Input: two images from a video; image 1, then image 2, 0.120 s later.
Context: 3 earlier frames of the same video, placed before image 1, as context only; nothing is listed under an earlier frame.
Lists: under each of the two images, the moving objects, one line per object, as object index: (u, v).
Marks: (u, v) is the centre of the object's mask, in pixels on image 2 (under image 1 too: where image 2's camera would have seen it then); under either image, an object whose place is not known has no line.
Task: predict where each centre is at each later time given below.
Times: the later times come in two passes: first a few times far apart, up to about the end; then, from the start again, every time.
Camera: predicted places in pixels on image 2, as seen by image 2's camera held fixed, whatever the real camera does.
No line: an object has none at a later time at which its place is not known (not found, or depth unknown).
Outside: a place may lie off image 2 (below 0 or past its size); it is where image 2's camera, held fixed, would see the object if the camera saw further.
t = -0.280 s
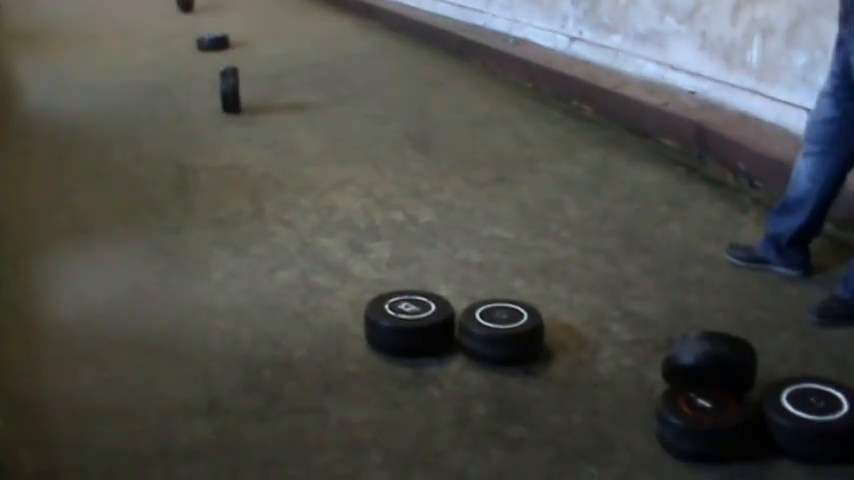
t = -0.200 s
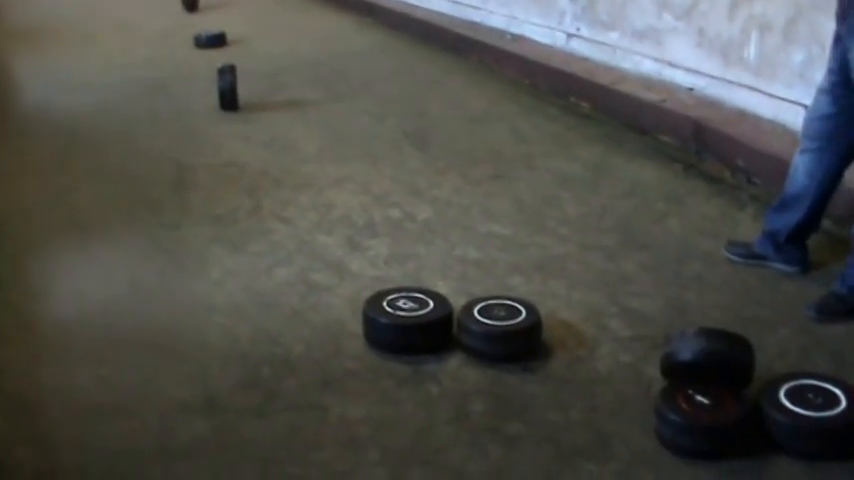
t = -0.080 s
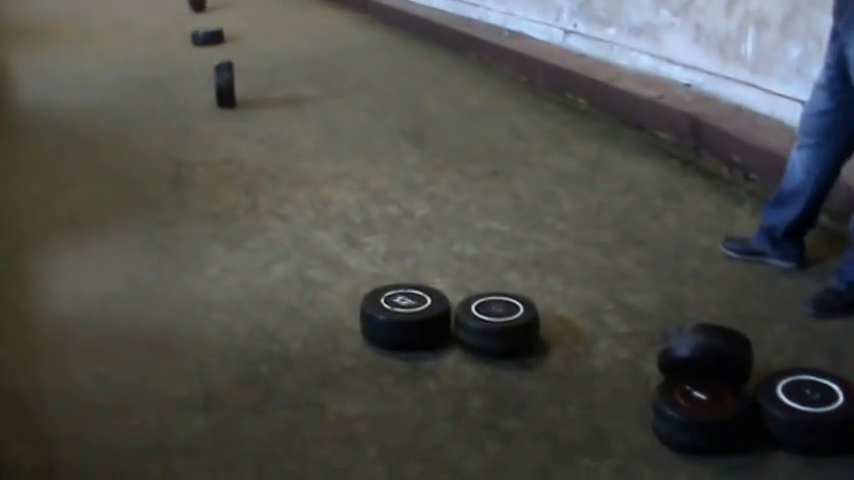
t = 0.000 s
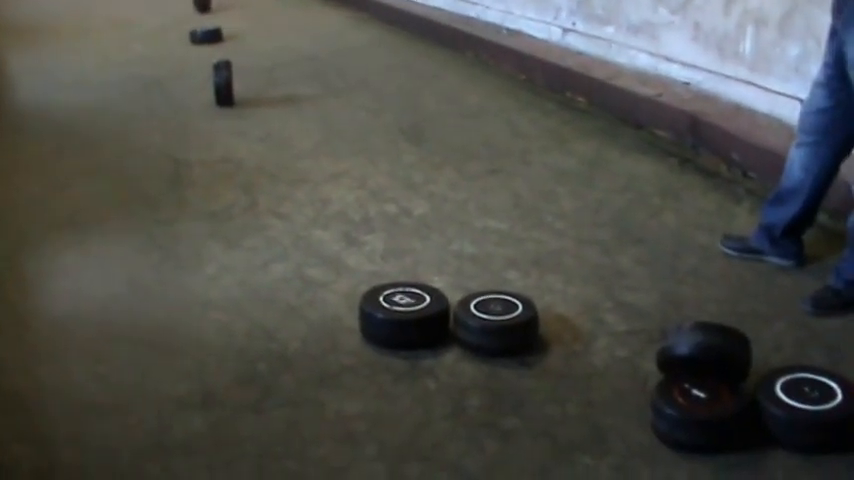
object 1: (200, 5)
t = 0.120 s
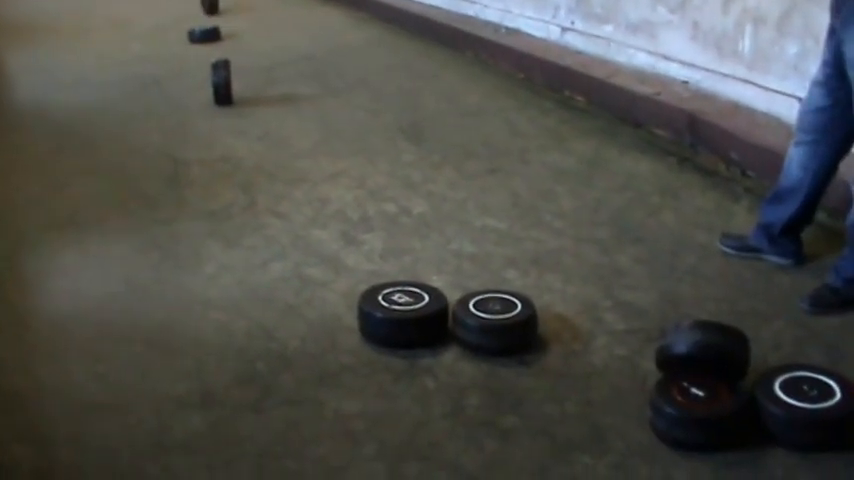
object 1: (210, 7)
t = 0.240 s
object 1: (219, 9)
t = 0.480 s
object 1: (234, 13)
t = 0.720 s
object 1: (248, 21)
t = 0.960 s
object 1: (261, 33)
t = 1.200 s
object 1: (273, 48)
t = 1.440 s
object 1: (281, 64)
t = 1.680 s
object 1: (288, 83)
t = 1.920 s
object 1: (296, 107)
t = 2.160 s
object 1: (305, 133)
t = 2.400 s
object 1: (316, 165)
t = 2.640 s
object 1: (333, 204)
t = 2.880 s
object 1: (358, 252)
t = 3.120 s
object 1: (348, 268)
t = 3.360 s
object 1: (330, 289)
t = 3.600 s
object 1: (292, 301)
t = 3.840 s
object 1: (266, 296)
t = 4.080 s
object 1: (300, 280)
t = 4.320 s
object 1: (312, 295)
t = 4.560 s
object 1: (283, 310)
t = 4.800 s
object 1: (279, 312)
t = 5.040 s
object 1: (278, 313)
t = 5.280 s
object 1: (281, 313)
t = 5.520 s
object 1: (281, 313)
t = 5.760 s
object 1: (281, 313)
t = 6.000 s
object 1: (281, 313)
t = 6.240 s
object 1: (281, 313)
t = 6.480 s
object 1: (281, 313)
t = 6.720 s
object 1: (281, 313)
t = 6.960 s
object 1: (281, 314)
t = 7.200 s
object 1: (281, 314)
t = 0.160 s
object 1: (213, 8)
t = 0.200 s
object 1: (216, 8)
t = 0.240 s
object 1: (219, 9)
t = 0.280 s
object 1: (221, 9)
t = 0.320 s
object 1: (224, 10)
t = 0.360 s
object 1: (227, 11)
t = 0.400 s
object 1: (229, 12)
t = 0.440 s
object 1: (231, 12)
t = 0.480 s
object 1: (234, 13)
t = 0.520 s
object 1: (237, 14)
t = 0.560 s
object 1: (239, 15)
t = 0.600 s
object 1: (241, 16)
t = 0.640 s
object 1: (244, 18)
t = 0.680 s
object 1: (246, 19)
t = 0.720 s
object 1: (248, 21)
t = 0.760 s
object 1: (251, 23)
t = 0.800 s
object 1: (253, 24)
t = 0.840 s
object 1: (255, 26)
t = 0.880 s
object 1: (257, 29)
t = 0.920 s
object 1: (259, 31)
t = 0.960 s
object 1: (261, 33)
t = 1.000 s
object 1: (263, 35)
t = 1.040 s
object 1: (265, 37)
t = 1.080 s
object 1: (267, 40)
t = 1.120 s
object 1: (269, 42)
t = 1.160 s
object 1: (271, 45)
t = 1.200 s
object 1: (273, 48)
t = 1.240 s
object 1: (274, 50)
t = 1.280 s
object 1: (276, 53)
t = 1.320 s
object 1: (277, 55)
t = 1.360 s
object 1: (278, 58)
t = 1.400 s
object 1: (280, 61)
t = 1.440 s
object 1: (281, 64)
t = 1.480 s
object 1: (282, 67)
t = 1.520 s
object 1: (284, 71)
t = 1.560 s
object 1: (285, 74)
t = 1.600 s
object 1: (286, 77)
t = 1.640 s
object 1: (287, 81)
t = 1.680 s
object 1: (288, 83)
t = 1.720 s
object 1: (289, 88)
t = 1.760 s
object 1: (291, 92)
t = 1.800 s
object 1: (292, 95)
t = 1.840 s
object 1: (293, 99)
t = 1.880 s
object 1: (294, 103)
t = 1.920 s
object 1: (296, 107)
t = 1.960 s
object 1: (297, 111)
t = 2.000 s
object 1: (299, 115)
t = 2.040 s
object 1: (300, 120)
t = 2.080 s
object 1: (302, 124)
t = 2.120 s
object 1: (303, 129)
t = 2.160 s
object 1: (305, 133)
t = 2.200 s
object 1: (306, 138)
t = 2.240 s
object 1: (308, 143)
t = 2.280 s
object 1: (310, 148)
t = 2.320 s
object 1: (312, 153)
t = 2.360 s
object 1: (313, 159)
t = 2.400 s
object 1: (316, 165)
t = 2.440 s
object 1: (318, 170)
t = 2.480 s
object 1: (321, 176)
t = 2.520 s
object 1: (323, 183)
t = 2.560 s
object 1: (326, 189)
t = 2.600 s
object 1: (329, 197)
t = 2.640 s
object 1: (333, 204)
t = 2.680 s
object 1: (336, 211)
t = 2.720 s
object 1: (340, 220)
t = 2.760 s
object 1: (344, 228)
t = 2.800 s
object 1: (348, 236)
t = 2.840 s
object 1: (353, 244)
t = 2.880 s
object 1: (358, 252)
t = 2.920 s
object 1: (362, 256)
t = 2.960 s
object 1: (361, 254)
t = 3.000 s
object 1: (359, 252)
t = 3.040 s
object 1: (356, 254)
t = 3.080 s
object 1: (351, 260)
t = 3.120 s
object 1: (348, 268)
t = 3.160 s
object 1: (347, 272)
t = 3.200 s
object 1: (344, 275)
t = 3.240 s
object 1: (340, 279)
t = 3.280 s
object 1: (337, 282)
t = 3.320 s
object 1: (333, 286)
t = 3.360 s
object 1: (330, 289)
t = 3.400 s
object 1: (326, 292)
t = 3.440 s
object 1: (320, 294)
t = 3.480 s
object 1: (314, 297)
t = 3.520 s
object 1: (307, 298)
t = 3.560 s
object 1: (300, 300)
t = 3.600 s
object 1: (292, 301)
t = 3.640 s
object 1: (284, 301)
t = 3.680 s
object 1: (277, 301)
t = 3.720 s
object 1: (272, 299)
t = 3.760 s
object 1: (267, 298)
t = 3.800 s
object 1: (266, 296)
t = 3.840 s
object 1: (266, 296)
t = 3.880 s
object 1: (269, 288)
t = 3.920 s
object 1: (274, 285)
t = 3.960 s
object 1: (281, 283)
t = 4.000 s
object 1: (288, 282)
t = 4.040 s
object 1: (294, 280)
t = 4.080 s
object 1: (300, 280)
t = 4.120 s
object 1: (305, 281)
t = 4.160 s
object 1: (309, 282)
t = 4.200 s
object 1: (312, 284)
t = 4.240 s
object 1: (312, 288)
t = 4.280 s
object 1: (313, 291)
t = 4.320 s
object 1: (312, 295)
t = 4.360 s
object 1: (309, 299)
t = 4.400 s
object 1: (304, 304)
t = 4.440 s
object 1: (297, 307)
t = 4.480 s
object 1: (291, 310)
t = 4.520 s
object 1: (285, 310)
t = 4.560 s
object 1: (283, 310)
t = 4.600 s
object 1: (282, 309)
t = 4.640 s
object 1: (282, 310)
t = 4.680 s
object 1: (281, 312)
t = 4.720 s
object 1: (281, 314)
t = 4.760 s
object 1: (280, 313)
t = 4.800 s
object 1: (279, 312)
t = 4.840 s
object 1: (278, 312)
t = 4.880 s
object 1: (278, 314)
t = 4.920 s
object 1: (278, 313)
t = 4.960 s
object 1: (278, 312)
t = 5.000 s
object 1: (279, 313)
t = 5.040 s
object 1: (278, 313)
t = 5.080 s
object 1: (279, 311)
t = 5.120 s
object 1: (280, 313)
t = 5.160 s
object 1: (279, 312)
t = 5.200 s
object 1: (280, 312)
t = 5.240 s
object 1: (280, 313)
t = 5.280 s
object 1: (281, 313)
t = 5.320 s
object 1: (281, 313)
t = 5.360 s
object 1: (281, 313)
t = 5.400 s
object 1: (281, 313)
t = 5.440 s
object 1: (281, 313)
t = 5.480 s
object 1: (281, 313)
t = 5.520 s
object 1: (281, 313)
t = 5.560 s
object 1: (281, 313)
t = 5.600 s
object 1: (281, 313)
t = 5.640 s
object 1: (281, 313)
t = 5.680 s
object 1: (281, 313)
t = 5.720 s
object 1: (281, 313)
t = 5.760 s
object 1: (281, 313)
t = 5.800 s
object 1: (281, 313)
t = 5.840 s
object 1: (281, 313)
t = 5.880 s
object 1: (281, 313)
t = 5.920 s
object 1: (281, 313)
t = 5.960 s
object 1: (281, 313)
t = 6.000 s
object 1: (281, 313)
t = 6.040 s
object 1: (281, 313)
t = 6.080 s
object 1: (281, 313)
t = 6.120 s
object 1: (281, 313)
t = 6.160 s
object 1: (281, 313)
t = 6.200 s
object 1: (281, 313)
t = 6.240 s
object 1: (281, 313)
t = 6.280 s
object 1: (281, 313)
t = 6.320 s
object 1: (281, 313)
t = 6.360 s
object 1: (281, 313)
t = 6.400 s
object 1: (281, 313)
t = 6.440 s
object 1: (281, 313)
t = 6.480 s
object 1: (281, 313)
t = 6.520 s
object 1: (281, 313)
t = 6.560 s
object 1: (282, 313)
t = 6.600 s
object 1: (282, 313)
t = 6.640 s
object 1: (282, 313)
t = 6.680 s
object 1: (281, 313)
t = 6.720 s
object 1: (281, 313)
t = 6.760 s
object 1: (281, 313)
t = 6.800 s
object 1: (282, 314)
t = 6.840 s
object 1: (281, 313)
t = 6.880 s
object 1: (282, 313)
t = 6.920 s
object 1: (282, 313)
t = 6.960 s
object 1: (281, 314)
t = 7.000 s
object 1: (281, 314)
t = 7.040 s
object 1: (281, 314)
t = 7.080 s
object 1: (281, 314)
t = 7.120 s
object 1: (281, 313)
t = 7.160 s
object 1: (281, 314)
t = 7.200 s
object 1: (281, 314)
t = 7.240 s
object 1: (281, 314)
